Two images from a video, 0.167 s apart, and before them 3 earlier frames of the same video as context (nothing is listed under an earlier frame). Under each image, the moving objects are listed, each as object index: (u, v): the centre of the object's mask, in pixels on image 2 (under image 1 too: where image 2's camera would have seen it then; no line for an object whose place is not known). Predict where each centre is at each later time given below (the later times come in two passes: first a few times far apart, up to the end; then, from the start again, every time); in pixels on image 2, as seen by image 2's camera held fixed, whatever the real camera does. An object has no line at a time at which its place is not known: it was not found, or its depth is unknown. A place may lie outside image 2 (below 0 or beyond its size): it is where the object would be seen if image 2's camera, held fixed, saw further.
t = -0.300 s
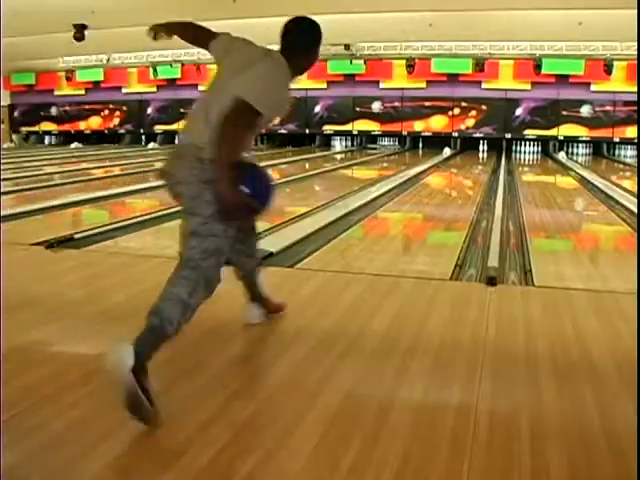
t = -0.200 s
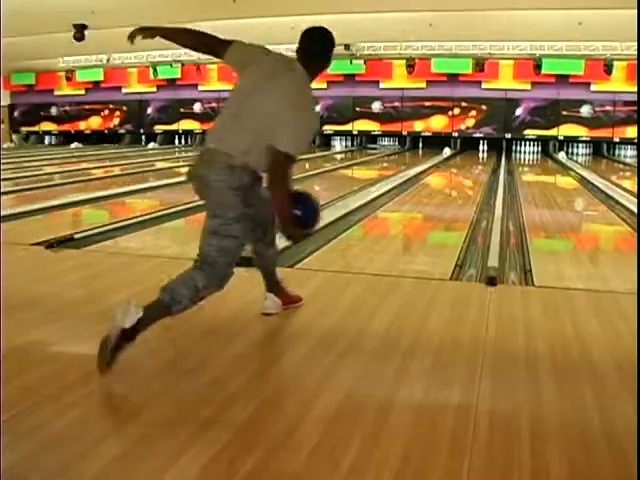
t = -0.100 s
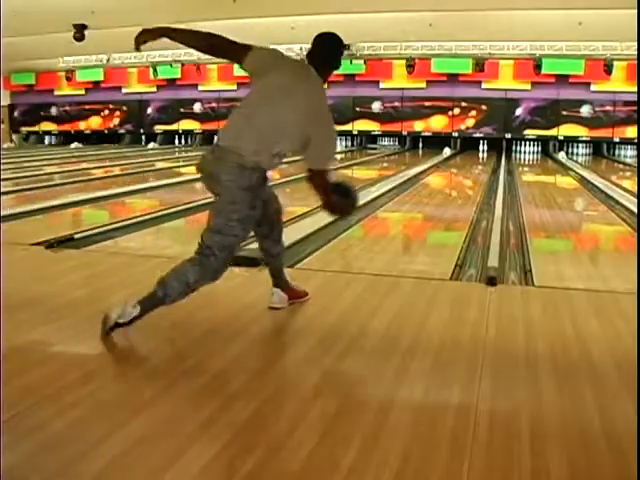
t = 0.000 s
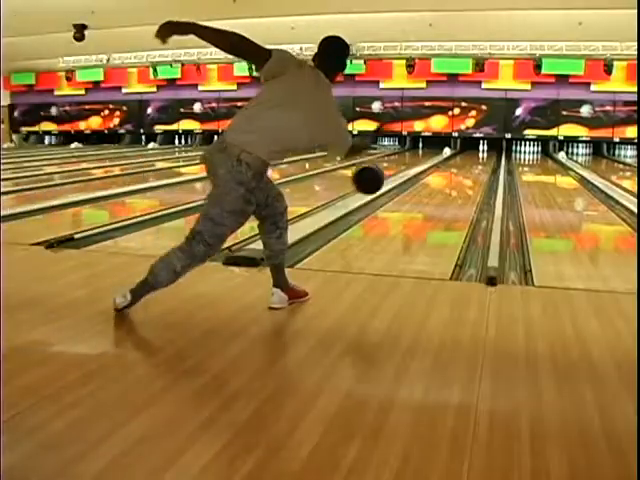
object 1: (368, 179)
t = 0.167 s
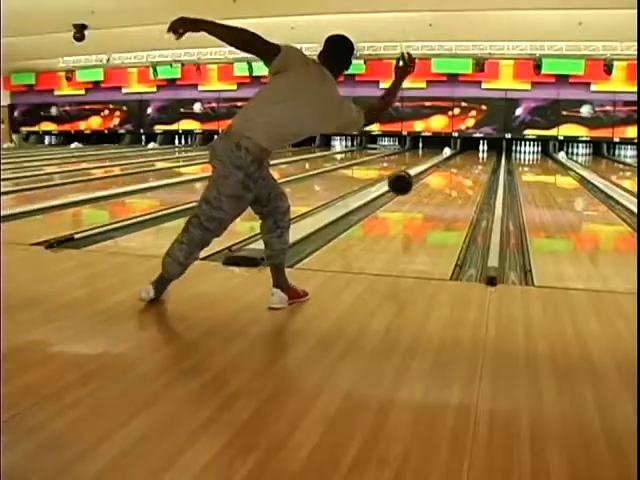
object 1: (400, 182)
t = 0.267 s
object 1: (413, 199)
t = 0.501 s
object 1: (436, 200)
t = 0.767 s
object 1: (452, 185)
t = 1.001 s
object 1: (462, 176)
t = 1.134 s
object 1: (466, 173)
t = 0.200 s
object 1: (404, 187)
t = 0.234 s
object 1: (409, 193)
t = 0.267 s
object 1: (413, 199)
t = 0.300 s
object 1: (417, 205)
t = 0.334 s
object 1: (421, 212)
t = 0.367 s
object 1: (425, 206)
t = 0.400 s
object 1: (427, 203)
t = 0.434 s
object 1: (430, 201)
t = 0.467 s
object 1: (433, 200)
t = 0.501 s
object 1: (436, 200)
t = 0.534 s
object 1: (439, 198)
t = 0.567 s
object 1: (441, 195)
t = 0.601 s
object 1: (443, 193)
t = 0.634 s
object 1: (445, 192)
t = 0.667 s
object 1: (447, 190)
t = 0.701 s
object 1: (449, 188)
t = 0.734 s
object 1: (450, 187)
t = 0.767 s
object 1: (452, 185)
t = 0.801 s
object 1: (454, 184)
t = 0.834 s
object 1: (455, 182)
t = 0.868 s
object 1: (457, 181)
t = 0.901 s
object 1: (458, 180)
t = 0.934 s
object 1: (459, 179)
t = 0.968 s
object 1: (461, 178)
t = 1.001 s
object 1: (462, 176)
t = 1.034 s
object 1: (463, 176)
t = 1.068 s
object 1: (464, 175)
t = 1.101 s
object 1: (465, 174)
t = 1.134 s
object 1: (466, 173)
